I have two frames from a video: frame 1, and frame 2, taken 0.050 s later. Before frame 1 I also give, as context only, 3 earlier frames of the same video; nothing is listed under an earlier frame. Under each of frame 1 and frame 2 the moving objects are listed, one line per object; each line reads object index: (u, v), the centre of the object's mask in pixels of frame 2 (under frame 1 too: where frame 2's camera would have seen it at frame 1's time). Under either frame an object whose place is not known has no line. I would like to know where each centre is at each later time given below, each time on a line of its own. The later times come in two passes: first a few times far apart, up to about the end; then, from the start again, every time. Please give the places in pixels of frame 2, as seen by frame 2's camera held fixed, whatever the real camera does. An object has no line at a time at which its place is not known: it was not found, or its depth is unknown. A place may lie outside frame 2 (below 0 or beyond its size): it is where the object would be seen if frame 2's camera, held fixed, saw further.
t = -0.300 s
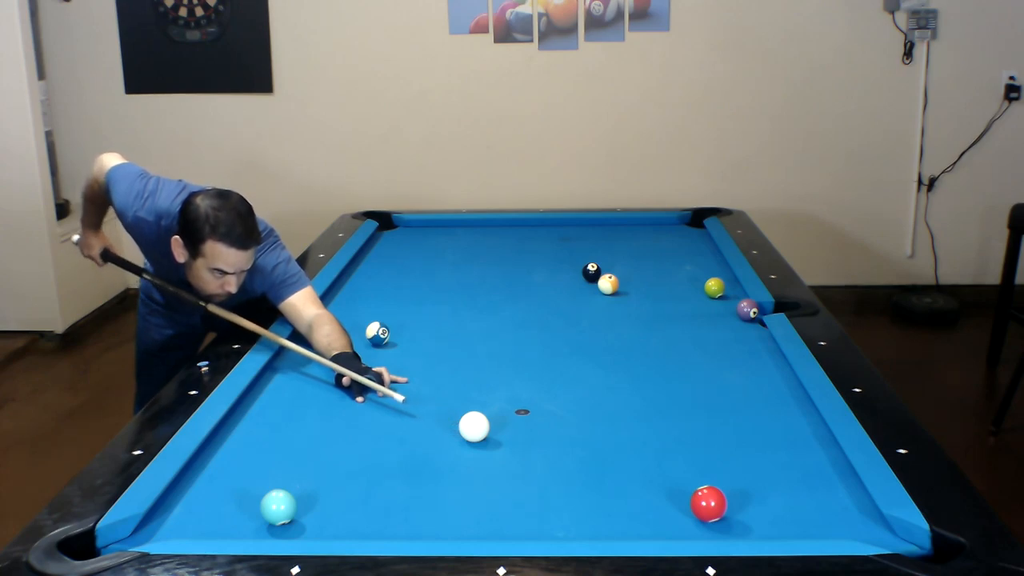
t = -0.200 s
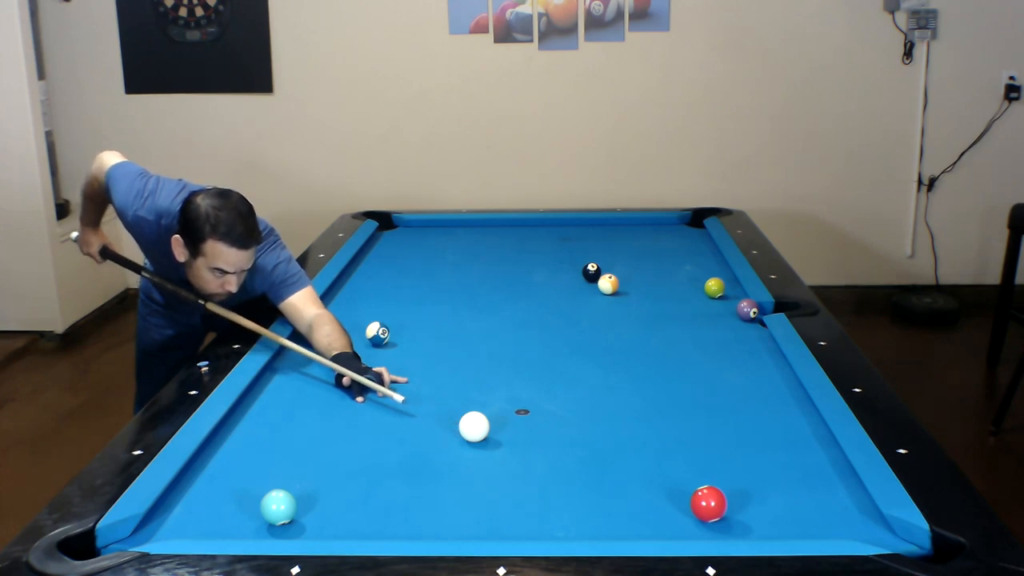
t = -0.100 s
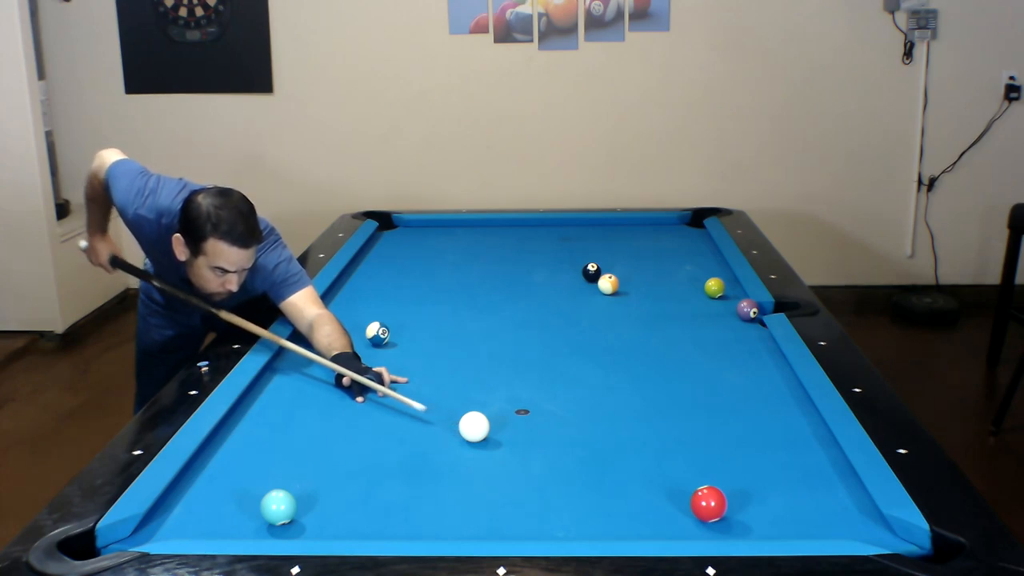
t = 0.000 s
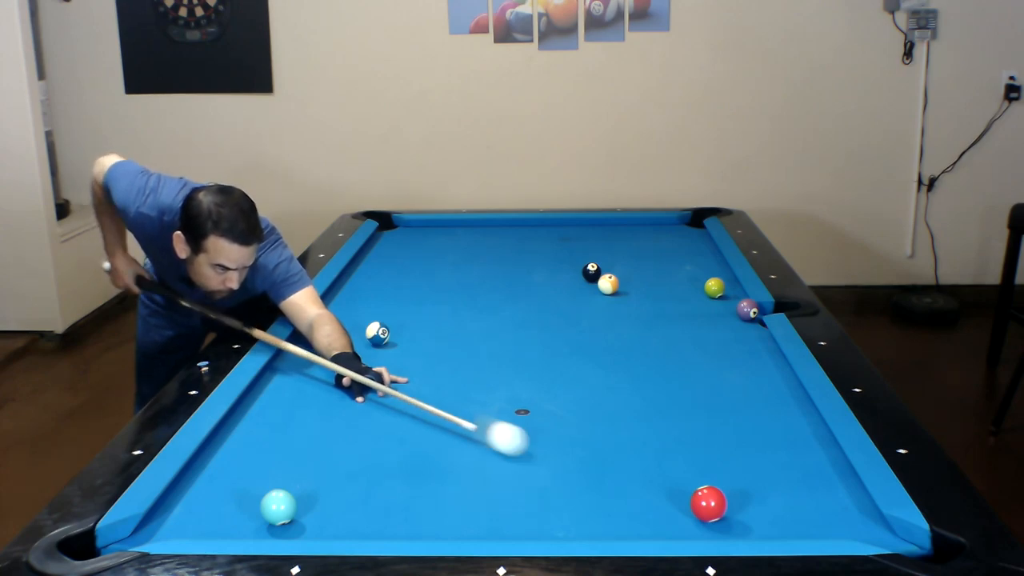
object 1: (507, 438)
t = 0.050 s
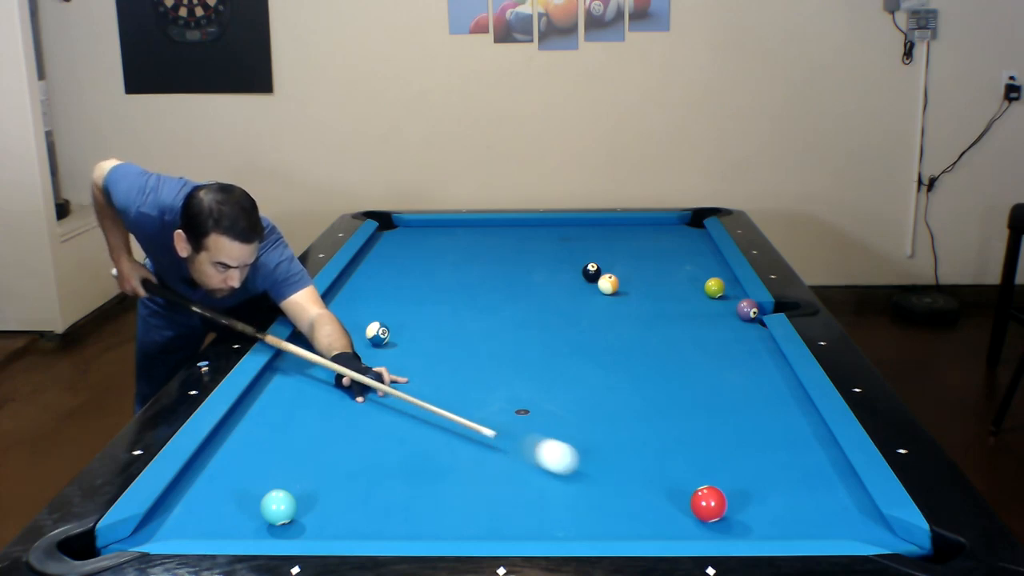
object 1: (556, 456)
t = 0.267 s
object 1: (672, 518)
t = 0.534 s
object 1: (658, 517)
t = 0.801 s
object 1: (635, 489)
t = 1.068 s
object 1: (615, 466)
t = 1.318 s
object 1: (600, 447)
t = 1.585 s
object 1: (586, 430)
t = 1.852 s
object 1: (574, 415)
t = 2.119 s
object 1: (563, 402)
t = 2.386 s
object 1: (555, 391)
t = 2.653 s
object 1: (547, 382)
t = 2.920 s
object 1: (540, 374)
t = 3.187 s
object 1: (534, 367)
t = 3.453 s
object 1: (530, 361)
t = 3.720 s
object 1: (526, 355)
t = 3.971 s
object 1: (523, 351)
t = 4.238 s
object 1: (521, 348)
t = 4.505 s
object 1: (520, 345)
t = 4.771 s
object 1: (518, 342)
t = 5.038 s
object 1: (517, 341)
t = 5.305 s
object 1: (517, 340)
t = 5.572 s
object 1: (517, 340)
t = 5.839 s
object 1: (518, 340)
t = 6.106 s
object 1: (518, 340)
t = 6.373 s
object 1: (518, 340)
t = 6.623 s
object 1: (518, 340)
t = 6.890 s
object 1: (518, 339)
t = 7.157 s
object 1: (518, 340)
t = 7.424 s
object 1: (518, 340)
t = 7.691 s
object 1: (518, 339)
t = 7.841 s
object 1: (518, 340)
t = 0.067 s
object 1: (573, 462)
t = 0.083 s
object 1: (589, 468)
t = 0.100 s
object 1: (606, 475)
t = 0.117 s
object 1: (623, 481)
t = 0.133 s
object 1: (641, 487)
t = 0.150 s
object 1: (657, 493)
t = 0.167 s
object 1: (671, 498)
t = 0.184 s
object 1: (672, 502)
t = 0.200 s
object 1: (671, 505)
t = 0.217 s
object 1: (671, 509)
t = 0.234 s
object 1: (671, 512)
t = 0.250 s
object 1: (671, 515)
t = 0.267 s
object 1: (672, 518)
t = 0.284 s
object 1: (672, 521)
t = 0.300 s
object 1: (673, 523)
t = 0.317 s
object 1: (673, 525)
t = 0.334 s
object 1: (674, 527)
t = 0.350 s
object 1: (674, 529)
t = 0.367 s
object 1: (674, 530)
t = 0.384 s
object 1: (672, 529)
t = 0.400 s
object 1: (671, 528)
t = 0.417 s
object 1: (669, 527)
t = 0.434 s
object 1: (668, 526)
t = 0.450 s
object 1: (666, 525)
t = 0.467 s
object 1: (664, 524)
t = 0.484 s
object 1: (663, 522)
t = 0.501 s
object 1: (661, 521)
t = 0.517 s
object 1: (660, 519)
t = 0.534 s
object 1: (658, 517)
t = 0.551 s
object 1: (656, 515)
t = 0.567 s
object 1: (655, 513)
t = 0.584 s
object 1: (653, 512)
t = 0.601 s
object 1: (652, 510)
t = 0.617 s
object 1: (650, 508)
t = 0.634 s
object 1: (649, 506)
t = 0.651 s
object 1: (647, 504)
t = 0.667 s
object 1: (646, 503)
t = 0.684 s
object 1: (645, 501)
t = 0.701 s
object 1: (643, 499)
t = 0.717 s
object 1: (642, 497)
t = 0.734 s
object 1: (640, 496)
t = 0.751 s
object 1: (639, 494)
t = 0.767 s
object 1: (638, 493)
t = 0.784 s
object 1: (636, 491)
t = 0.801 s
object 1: (635, 489)
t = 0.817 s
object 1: (633, 488)
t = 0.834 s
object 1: (632, 486)
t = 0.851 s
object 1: (631, 485)
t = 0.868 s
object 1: (630, 483)
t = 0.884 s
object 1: (628, 482)
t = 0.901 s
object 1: (627, 480)
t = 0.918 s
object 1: (626, 479)
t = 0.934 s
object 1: (625, 477)
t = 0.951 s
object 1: (623, 476)
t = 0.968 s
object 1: (622, 474)
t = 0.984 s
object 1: (621, 473)
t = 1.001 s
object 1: (620, 472)
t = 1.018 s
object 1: (619, 470)
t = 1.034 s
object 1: (617, 469)
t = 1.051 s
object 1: (616, 468)
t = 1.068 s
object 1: (615, 466)
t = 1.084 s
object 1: (614, 465)
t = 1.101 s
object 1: (613, 464)
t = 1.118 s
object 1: (612, 462)
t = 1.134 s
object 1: (611, 461)
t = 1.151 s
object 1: (610, 460)
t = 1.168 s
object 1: (609, 458)
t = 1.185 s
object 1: (607, 457)
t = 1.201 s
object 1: (607, 456)
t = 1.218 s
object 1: (606, 455)
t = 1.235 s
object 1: (605, 453)
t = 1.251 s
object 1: (604, 452)
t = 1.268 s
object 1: (603, 451)
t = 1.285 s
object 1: (602, 450)
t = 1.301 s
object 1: (601, 449)
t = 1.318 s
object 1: (600, 447)
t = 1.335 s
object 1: (599, 446)
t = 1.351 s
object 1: (598, 445)
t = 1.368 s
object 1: (597, 444)
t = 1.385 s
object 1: (596, 443)
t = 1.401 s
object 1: (595, 442)
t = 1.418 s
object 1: (594, 441)
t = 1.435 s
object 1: (593, 440)
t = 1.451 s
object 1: (593, 438)
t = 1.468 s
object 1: (592, 437)
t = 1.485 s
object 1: (591, 436)
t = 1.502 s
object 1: (590, 435)
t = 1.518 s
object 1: (589, 434)
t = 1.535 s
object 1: (588, 433)
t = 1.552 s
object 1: (587, 432)
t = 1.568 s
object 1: (587, 431)
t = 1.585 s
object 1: (586, 430)
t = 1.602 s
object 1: (585, 429)
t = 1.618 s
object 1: (584, 428)
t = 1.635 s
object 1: (583, 427)
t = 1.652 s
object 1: (582, 426)
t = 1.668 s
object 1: (582, 425)
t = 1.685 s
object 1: (581, 424)
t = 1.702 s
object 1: (580, 423)
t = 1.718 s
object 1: (579, 422)
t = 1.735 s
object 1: (579, 422)
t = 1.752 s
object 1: (578, 421)
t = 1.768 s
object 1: (577, 420)
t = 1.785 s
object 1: (576, 419)
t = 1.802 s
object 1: (576, 418)
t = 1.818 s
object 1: (575, 417)
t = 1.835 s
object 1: (574, 416)
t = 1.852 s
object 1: (574, 415)
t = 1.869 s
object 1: (573, 414)
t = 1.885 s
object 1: (572, 413)
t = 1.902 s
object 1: (572, 413)
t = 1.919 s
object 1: (571, 412)
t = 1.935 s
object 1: (570, 411)
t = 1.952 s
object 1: (569, 410)
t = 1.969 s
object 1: (569, 409)
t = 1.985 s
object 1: (568, 409)
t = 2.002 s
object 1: (568, 408)
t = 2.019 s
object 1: (567, 407)
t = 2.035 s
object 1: (566, 406)
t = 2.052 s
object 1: (566, 405)
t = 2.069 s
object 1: (565, 405)
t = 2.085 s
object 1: (565, 404)
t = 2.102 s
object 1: (564, 403)
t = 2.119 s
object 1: (563, 402)
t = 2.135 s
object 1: (563, 402)
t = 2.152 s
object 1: (562, 401)
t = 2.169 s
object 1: (562, 400)
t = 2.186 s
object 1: (561, 399)
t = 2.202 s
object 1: (561, 399)
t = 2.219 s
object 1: (560, 398)
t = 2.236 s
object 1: (560, 397)
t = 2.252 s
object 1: (559, 397)
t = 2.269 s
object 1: (559, 396)
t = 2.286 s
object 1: (558, 395)
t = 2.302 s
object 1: (558, 394)
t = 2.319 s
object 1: (557, 394)
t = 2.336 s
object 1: (556, 393)
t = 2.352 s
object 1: (556, 392)
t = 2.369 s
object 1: (555, 392)
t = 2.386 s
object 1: (555, 391)
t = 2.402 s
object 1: (554, 391)
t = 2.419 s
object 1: (554, 390)
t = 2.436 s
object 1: (553, 389)
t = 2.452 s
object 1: (553, 389)
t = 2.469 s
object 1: (552, 388)
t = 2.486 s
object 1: (552, 387)
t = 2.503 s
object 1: (551, 387)
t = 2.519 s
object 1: (551, 386)
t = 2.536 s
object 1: (550, 386)
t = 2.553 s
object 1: (550, 385)
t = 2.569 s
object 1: (549, 385)
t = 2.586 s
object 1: (549, 384)
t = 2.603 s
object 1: (548, 383)
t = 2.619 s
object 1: (548, 383)
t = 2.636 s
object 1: (547, 382)
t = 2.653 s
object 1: (547, 382)
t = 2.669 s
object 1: (547, 381)
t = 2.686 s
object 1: (546, 381)
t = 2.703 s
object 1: (546, 380)
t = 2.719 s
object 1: (545, 380)
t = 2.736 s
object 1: (545, 379)
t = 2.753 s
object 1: (544, 379)
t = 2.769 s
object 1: (544, 378)
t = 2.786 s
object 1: (544, 378)
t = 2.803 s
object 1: (543, 377)
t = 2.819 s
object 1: (543, 377)
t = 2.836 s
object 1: (542, 376)
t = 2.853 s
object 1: (542, 376)
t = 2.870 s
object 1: (541, 375)
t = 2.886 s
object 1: (541, 374)
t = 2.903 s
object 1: (540, 374)
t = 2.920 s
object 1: (540, 374)
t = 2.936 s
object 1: (540, 373)
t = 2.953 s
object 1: (539, 373)
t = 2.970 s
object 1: (539, 372)
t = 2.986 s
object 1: (539, 372)
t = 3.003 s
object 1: (538, 371)
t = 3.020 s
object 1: (538, 371)
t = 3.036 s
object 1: (537, 371)
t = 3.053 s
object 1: (537, 370)
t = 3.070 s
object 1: (537, 370)
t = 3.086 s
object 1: (536, 369)
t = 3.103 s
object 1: (536, 369)
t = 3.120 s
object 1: (536, 368)
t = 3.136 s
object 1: (535, 368)
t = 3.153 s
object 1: (535, 368)
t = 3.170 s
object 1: (535, 367)
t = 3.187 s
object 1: (534, 367)
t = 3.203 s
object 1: (534, 366)
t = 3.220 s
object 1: (534, 366)
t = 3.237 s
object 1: (533, 366)
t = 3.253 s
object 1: (533, 365)
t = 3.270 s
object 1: (533, 365)
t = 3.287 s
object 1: (532, 364)
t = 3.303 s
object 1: (532, 364)
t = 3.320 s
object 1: (532, 363)
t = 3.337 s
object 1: (532, 363)
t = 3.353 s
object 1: (531, 363)
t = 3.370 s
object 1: (531, 362)
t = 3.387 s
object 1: (531, 362)
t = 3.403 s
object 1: (530, 362)
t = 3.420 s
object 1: (530, 361)
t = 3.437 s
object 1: (530, 361)
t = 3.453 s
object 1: (530, 361)
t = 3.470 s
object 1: (529, 360)
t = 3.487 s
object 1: (529, 360)
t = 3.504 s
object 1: (529, 360)
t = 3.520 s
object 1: (529, 359)
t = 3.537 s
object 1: (528, 359)
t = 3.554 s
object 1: (528, 359)
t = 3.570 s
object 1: (528, 358)
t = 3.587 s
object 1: (528, 358)
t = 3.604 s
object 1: (528, 358)
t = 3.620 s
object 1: (527, 357)
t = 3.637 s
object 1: (527, 357)
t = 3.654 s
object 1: (527, 357)
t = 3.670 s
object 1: (527, 356)
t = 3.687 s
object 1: (526, 356)
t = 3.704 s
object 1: (526, 356)
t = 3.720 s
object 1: (526, 355)
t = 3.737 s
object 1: (526, 355)
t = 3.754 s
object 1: (525, 355)
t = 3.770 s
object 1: (525, 354)
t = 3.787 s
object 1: (525, 354)
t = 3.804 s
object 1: (525, 354)
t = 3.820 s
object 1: (525, 354)
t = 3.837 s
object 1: (525, 353)
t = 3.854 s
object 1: (524, 353)
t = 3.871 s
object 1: (524, 353)
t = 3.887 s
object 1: (524, 353)
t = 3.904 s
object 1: (524, 352)
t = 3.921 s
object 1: (524, 352)
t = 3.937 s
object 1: (524, 352)
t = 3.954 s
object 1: (523, 352)
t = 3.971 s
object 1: (523, 351)
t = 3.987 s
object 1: (523, 351)
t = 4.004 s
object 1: (523, 351)
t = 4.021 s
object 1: (523, 351)
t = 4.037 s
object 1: (522, 350)
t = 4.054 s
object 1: (522, 350)
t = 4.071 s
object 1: (522, 350)
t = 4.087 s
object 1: (522, 350)
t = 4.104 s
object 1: (522, 349)
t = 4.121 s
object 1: (522, 349)
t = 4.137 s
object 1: (522, 349)
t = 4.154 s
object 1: (522, 349)
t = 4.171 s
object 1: (522, 348)
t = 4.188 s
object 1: (522, 348)
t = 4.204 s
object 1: (521, 348)
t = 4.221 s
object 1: (521, 348)
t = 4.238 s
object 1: (521, 348)
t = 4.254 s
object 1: (521, 347)
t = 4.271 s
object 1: (521, 347)
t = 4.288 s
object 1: (521, 347)
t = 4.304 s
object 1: (521, 347)
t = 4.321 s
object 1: (521, 347)
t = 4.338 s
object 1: (521, 346)
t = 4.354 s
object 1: (521, 346)
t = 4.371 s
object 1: (521, 346)
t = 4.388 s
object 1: (521, 346)
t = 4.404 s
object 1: (520, 346)
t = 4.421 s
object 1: (520, 345)
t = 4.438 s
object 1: (520, 345)
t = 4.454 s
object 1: (520, 345)
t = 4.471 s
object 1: (520, 345)
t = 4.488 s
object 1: (520, 345)
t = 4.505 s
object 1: (520, 345)
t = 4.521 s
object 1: (520, 344)
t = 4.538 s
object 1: (520, 344)
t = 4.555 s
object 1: (520, 344)
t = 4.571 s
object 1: (520, 344)
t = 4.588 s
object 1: (520, 344)
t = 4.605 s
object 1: (519, 344)
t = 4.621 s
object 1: (519, 344)
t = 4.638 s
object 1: (519, 343)
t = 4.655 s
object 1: (519, 343)
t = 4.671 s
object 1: (519, 343)
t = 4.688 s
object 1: (519, 343)
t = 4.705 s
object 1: (519, 343)
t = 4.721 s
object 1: (519, 343)
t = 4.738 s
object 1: (519, 343)
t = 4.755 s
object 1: (519, 343)
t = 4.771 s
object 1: (518, 342)
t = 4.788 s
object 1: (518, 342)
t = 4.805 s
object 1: (518, 342)
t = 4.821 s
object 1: (518, 342)
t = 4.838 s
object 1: (518, 342)
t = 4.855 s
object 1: (518, 342)
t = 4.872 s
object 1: (518, 342)
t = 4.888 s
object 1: (518, 342)
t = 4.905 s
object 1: (518, 342)
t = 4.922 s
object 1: (518, 341)
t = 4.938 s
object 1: (518, 341)
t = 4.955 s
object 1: (518, 341)
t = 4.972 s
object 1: (517, 341)
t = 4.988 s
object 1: (517, 341)
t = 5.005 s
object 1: (517, 341)
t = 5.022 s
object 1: (517, 341)
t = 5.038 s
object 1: (517, 341)
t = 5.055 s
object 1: (517, 341)
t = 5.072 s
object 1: (517, 341)
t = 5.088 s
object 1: (517, 341)
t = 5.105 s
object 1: (517, 341)
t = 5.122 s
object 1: (517, 341)
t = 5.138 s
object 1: (517, 341)
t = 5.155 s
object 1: (517, 341)
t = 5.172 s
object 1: (517, 341)
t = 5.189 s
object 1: (517, 340)
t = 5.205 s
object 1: (517, 340)
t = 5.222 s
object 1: (517, 340)
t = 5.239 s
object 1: (517, 340)
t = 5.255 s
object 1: (517, 340)
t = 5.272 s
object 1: (517, 340)
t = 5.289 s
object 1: (517, 340)
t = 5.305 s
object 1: (517, 340)
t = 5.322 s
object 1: (517, 340)
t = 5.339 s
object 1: (517, 340)
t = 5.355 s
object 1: (517, 340)
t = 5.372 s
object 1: (517, 340)
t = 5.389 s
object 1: (517, 340)
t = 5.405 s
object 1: (517, 340)
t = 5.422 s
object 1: (517, 340)
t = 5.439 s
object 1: (517, 340)
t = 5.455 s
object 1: (517, 340)
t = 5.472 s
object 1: (517, 340)
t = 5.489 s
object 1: (517, 340)
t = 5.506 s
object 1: (517, 340)
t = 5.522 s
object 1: (517, 340)
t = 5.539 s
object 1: (517, 340)
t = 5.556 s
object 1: (517, 340)
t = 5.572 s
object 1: (517, 340)
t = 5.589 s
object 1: (518, 340)
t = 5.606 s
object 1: (518, 340)
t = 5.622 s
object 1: (518, 340)
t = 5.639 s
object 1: (518, 340)
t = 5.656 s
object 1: (518, 340)
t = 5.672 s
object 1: (518, 340)
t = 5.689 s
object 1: (518, 340)
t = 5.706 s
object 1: (518, 340)
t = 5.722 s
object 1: (518, 340)
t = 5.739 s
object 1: (518, 340)
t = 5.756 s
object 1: (518, 340)
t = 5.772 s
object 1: (518, 340)
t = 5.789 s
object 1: (518, 340)
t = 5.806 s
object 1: (518, 340)
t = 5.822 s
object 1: (518, 340)
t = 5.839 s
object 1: (518, 340)
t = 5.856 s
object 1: (518, 340)
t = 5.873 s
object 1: (518, 340)
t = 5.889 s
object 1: (518, 340)
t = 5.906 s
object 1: (518, 340)
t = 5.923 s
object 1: (518, 340)
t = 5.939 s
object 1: (518, 340)
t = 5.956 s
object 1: (518, 340)
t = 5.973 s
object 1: (518, 340)
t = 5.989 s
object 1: (518, 340)
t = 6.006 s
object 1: (518, 340)
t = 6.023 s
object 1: (518, 340)
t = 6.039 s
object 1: (518, 340)
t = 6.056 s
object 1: (518, 340)
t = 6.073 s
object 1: (518, 339)
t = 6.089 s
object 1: (518, 340)
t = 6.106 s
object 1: (518, 340)
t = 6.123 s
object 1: (518, 340)
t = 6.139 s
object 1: (518, 340)
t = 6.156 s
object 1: (518, 339)
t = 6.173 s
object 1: (518, 339)
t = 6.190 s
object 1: (518, 339)
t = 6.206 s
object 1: (518, 339)
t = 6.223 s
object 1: (518, 340)
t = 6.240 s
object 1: (518, 340)
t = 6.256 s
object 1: (518, 340)
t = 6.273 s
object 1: (518, 340)
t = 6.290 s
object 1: (518, 340)
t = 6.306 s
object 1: (518, 340)
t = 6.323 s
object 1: (518, 340)
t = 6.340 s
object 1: (518, 340)
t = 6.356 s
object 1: (518, 340)
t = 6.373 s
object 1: (518, 340)
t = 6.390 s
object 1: (518, 340)
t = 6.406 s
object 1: (518, 340)
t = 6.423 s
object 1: (518, 340)
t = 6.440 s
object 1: (518, 340)
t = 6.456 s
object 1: (517, 340)
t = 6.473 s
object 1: (518, 340)
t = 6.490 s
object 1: (518, 340)
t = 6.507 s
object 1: (518, 340)
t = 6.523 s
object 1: (518, 340)
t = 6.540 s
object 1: (518, 340)
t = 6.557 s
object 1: (518, 340)
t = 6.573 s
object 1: (517, 340)
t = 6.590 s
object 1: (517, 340)
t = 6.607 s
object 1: (518, 340)
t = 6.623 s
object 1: (518, 340)
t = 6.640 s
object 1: (517, 340)
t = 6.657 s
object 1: (518, 340)
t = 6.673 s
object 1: (517, 340)
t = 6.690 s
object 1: (518, 340)
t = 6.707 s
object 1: (518, 340)
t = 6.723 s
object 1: (518, 340)
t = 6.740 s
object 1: (517, 340)
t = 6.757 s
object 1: (518, 340)
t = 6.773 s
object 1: (518, 340)
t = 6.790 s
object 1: (518, 340)
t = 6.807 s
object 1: (518, 340)
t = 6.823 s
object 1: (518, 340)
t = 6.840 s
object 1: (518, 340)
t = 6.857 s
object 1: (518, 340)
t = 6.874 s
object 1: (518, 340)
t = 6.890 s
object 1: (518, 339)
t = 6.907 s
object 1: (518, 340)
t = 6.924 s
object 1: (518, 340)
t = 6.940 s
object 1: (518, 340)
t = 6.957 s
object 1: (517, 340)
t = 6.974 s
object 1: (518, 340)
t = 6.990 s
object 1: (518, 340)
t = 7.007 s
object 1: (517, 340)
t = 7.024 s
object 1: (518, 340)
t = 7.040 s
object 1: (518, 340)
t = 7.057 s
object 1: (518, 340)
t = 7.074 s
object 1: (518, 340)
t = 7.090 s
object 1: (518, 340)
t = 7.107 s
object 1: (518, 340)
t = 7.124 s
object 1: (517, 340)
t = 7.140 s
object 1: (518, 340)
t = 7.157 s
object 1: (518, 340)
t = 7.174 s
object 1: (518, 340)
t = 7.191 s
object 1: (518, 340)
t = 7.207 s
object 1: (518, 340)
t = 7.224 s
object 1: (517, 340)
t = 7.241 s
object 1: (517, 340)
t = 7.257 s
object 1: (518, 340)
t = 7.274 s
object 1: (518, 340)
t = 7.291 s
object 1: (518, 340)
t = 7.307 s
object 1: (518, 340)
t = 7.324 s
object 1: (518, 340)
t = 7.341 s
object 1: (518, 340)
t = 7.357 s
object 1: (517, 340)
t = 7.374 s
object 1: (518, 340)
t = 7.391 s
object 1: (517, 340)
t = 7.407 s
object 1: (517, 340)
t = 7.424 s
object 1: (518, 340)
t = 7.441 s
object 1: (518, 340)
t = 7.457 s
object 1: (517, 340)
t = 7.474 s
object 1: (518, 340)
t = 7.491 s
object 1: (518, 340)
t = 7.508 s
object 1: (518, 340)
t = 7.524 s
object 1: (518, 340)
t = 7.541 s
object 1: (518, 340)
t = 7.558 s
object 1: (518, 340)
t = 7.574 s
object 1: (518, 340)
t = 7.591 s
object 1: (518, 340)
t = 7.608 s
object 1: (518, 340)
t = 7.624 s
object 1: (518, 340)
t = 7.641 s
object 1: (518, 340)
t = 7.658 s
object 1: (518, 339)
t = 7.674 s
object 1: (518, 339)
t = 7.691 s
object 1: (518, 339)
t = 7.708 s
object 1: (518, 339)
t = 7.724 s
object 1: (518, 339)
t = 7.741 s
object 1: (518, 339)
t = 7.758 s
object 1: (518, 339)
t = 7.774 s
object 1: (517, 340)
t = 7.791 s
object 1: (517, 340)
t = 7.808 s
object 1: (517, 340)
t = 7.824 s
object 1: (518, 339)
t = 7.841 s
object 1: (518, 340)
